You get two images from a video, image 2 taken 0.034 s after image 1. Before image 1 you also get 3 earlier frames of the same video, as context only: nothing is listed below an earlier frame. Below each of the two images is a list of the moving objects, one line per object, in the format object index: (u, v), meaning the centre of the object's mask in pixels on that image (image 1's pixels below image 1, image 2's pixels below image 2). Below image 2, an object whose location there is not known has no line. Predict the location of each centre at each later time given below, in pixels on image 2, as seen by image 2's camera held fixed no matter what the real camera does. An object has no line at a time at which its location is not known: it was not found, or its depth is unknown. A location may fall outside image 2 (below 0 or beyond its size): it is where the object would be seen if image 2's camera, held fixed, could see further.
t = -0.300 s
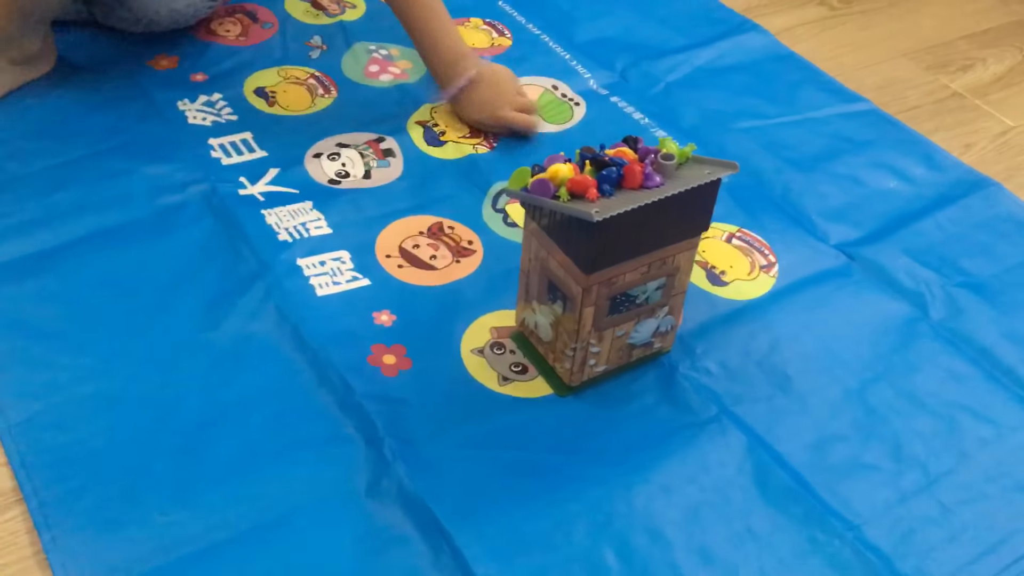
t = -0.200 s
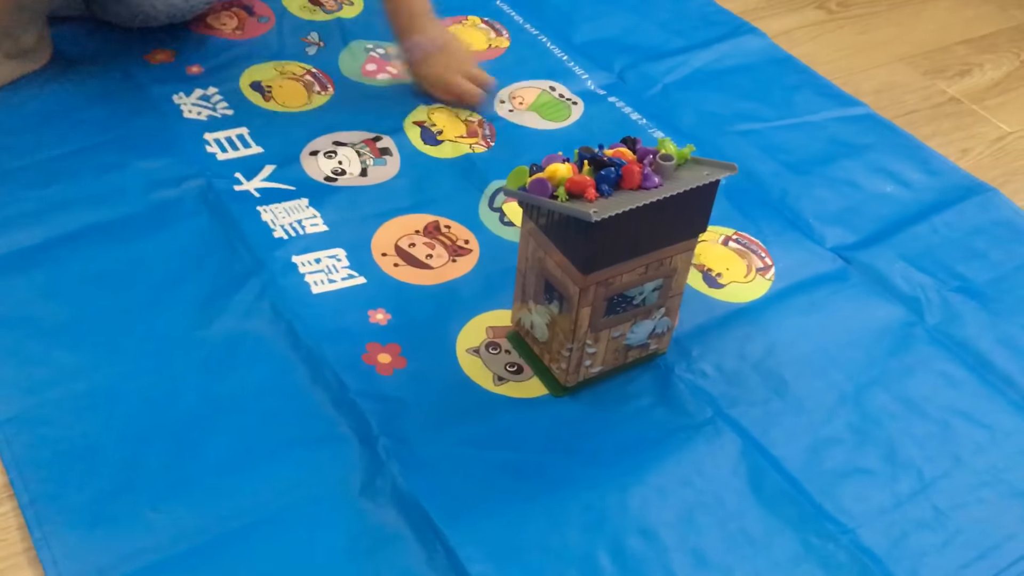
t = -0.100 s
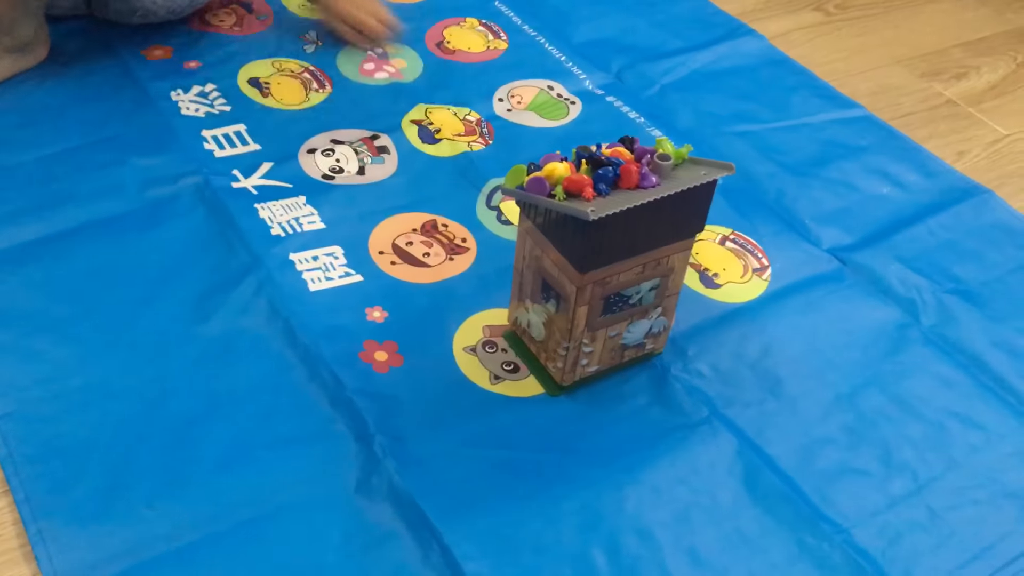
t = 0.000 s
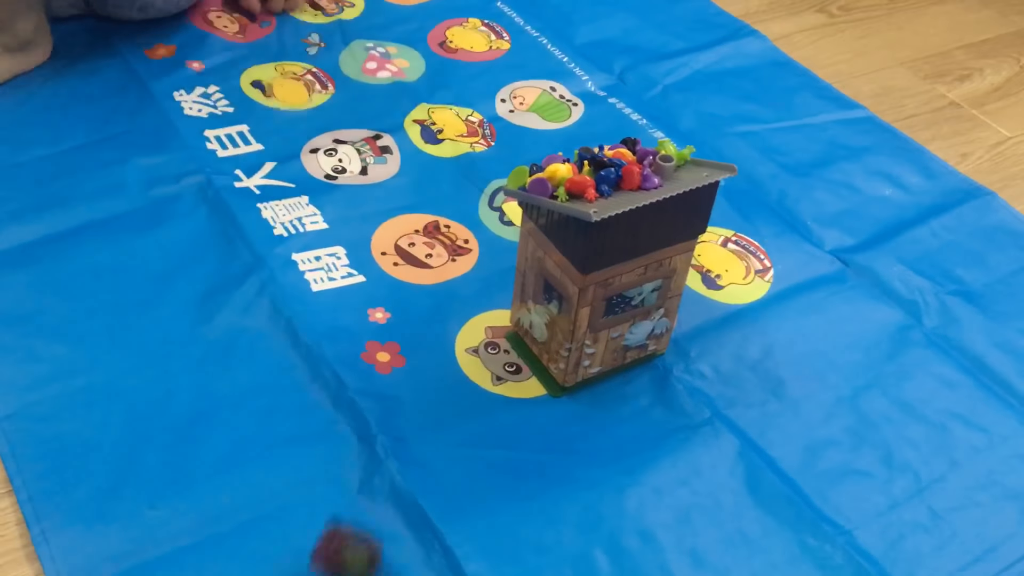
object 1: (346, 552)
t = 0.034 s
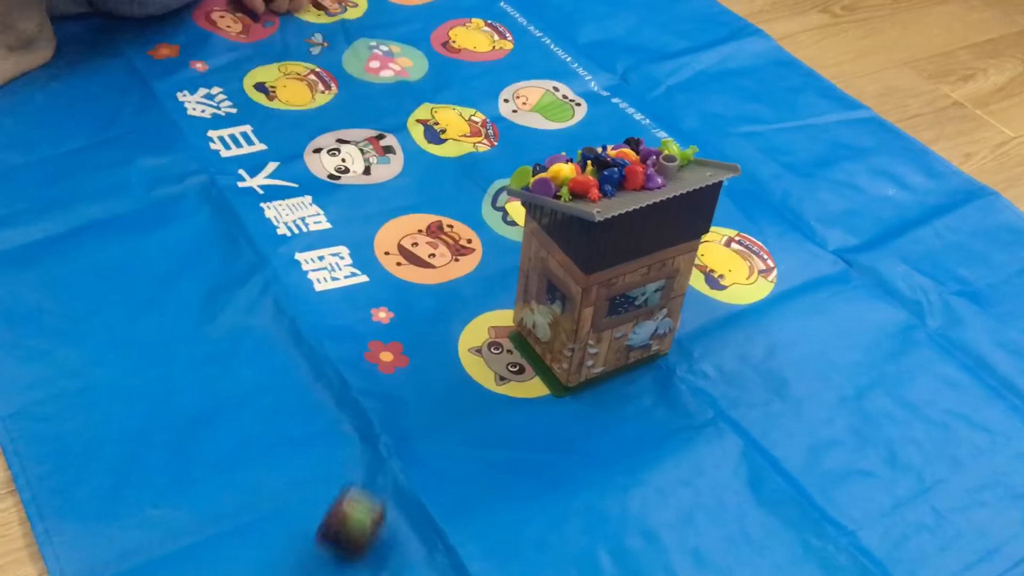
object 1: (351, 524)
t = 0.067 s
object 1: (351, 507)
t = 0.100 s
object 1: (356, 477)
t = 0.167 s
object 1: (348, 443)
